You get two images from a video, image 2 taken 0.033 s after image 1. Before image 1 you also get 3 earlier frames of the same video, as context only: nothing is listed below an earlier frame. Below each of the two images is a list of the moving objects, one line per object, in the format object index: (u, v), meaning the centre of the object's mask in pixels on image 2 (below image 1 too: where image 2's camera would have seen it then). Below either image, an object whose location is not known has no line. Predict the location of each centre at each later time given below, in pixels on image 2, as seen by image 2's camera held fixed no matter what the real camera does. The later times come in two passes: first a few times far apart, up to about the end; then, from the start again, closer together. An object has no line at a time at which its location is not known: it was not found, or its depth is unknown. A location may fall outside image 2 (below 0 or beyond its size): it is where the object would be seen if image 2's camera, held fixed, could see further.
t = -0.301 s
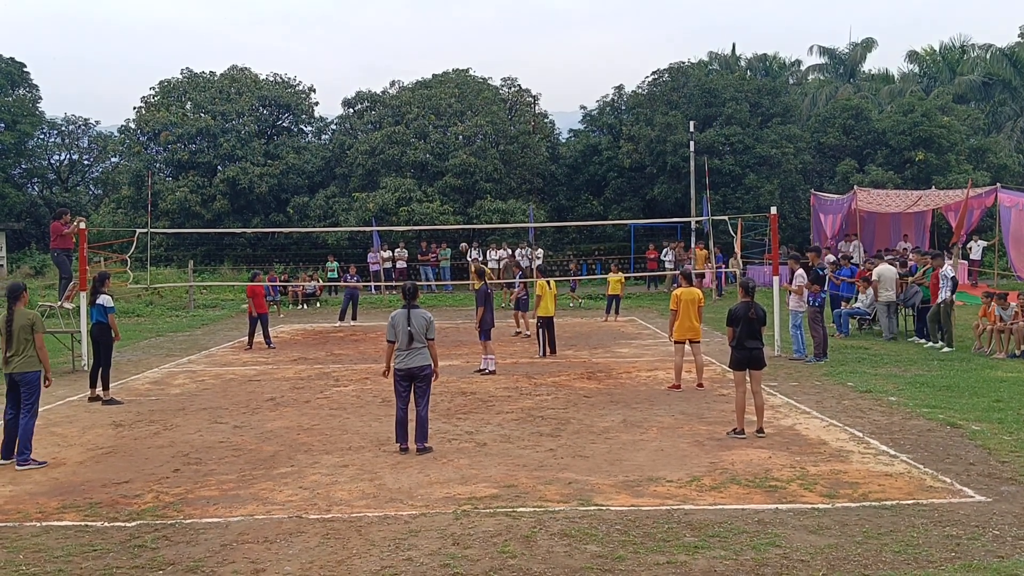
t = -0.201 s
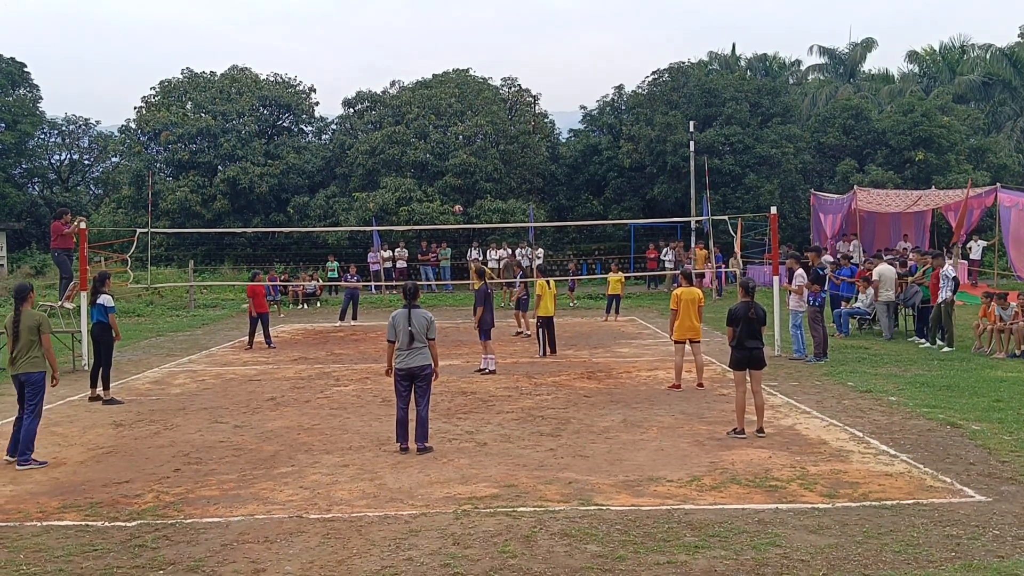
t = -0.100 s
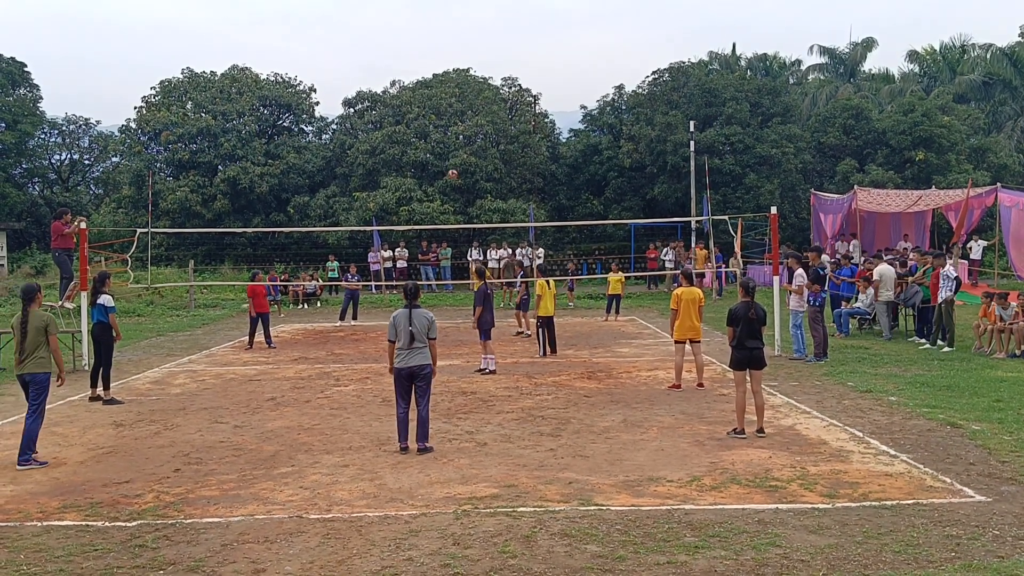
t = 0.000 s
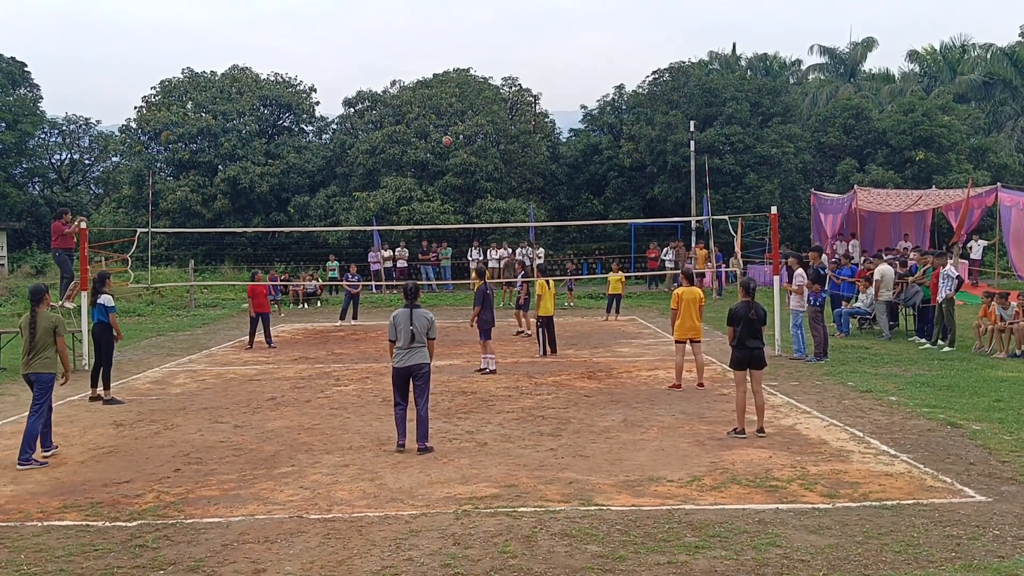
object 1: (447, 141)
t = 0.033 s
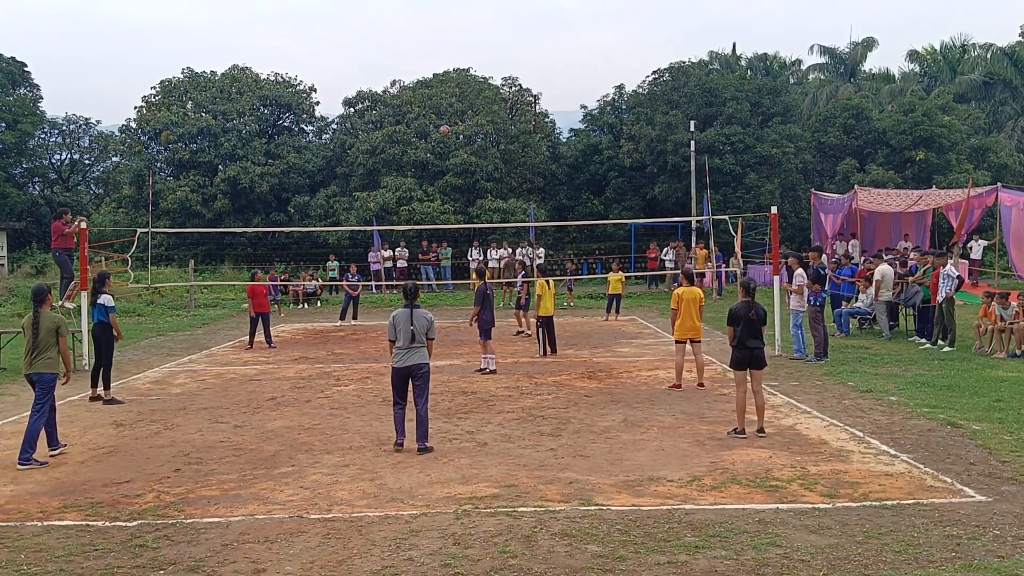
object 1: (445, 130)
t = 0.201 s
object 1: (433, 82)
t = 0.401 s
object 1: (416, 37)
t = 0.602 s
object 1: (397, 8)
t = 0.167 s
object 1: (436, 91)
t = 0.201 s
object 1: (433, 82)
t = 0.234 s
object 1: (430, 74)
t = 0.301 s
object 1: (425, 58)
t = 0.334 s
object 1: (422, 51)
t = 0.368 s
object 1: (419, 44)
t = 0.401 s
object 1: (416, 37)
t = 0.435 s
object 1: (413, 31)
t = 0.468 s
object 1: (410, 26)
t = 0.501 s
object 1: (407, 21)
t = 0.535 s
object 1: (404, 16)
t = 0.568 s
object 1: (401, 12)
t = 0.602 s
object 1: (397, 8)
